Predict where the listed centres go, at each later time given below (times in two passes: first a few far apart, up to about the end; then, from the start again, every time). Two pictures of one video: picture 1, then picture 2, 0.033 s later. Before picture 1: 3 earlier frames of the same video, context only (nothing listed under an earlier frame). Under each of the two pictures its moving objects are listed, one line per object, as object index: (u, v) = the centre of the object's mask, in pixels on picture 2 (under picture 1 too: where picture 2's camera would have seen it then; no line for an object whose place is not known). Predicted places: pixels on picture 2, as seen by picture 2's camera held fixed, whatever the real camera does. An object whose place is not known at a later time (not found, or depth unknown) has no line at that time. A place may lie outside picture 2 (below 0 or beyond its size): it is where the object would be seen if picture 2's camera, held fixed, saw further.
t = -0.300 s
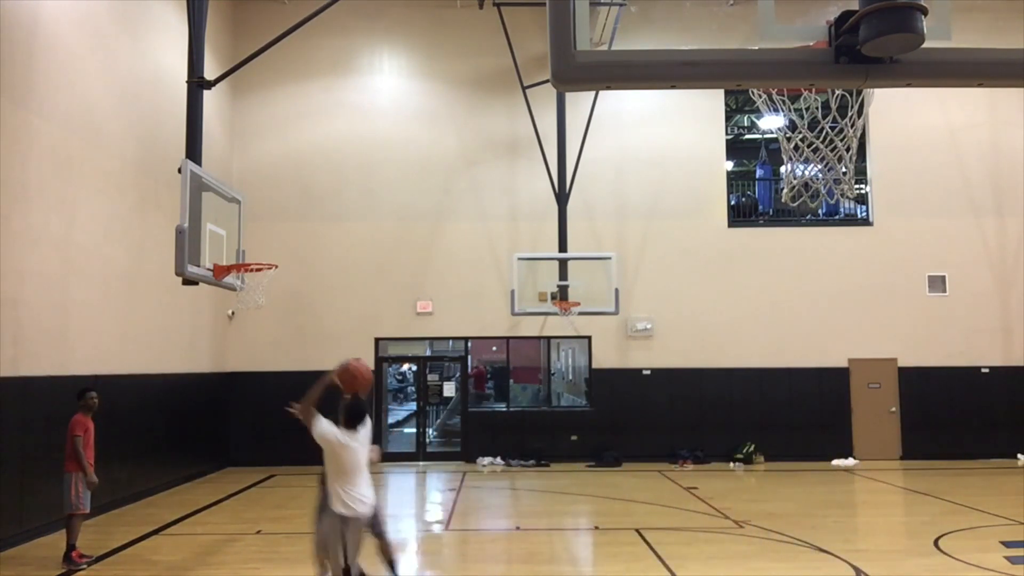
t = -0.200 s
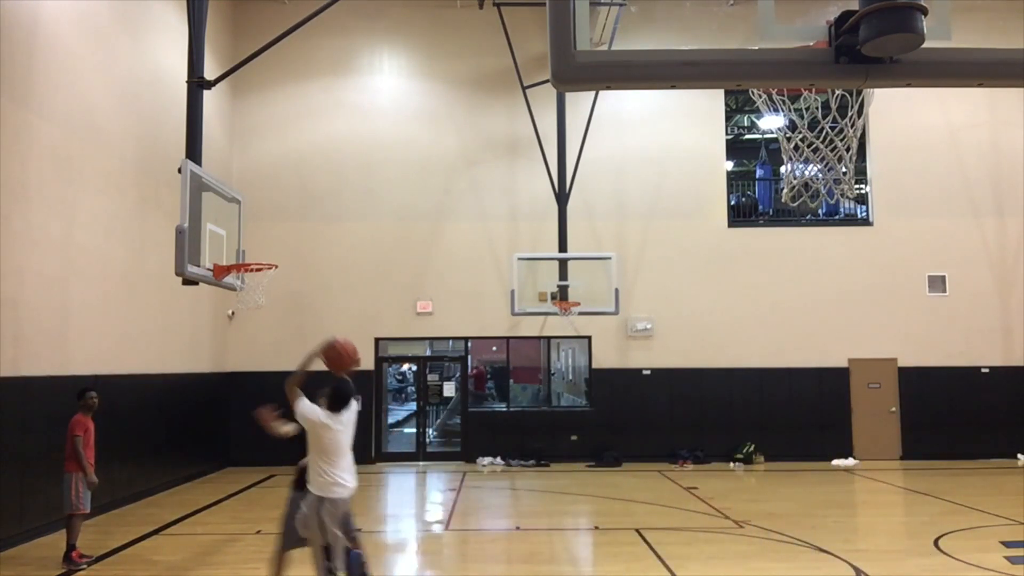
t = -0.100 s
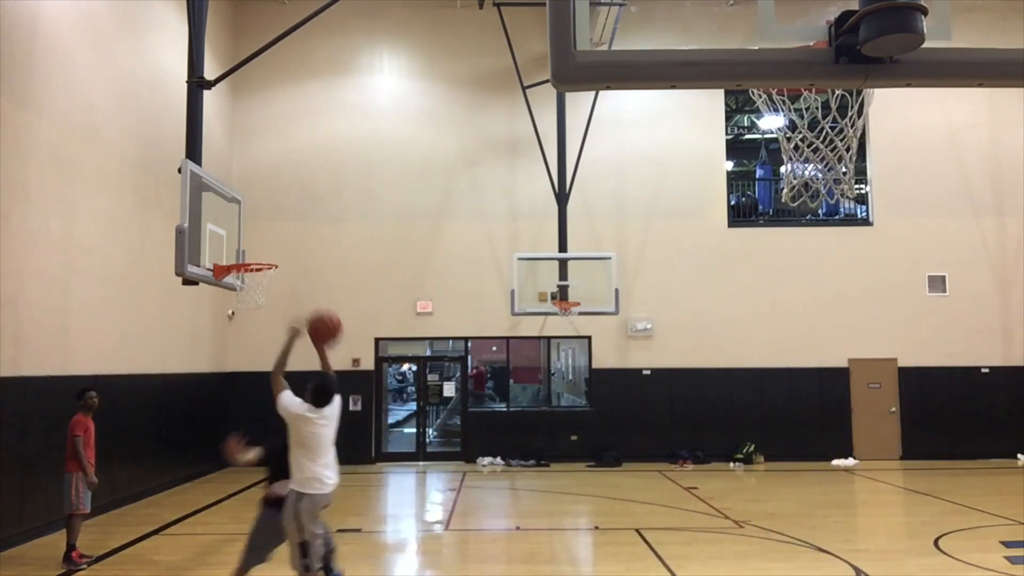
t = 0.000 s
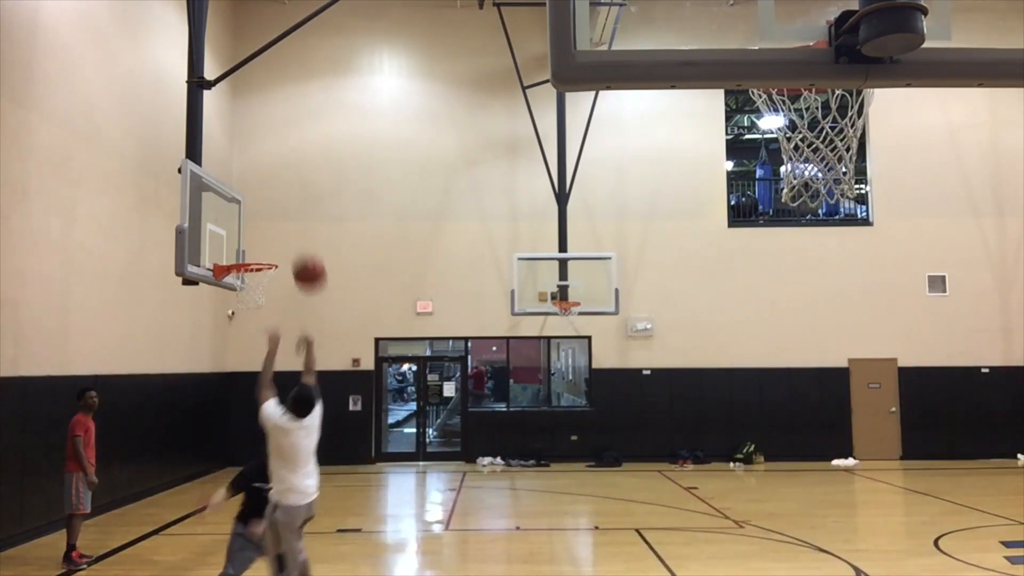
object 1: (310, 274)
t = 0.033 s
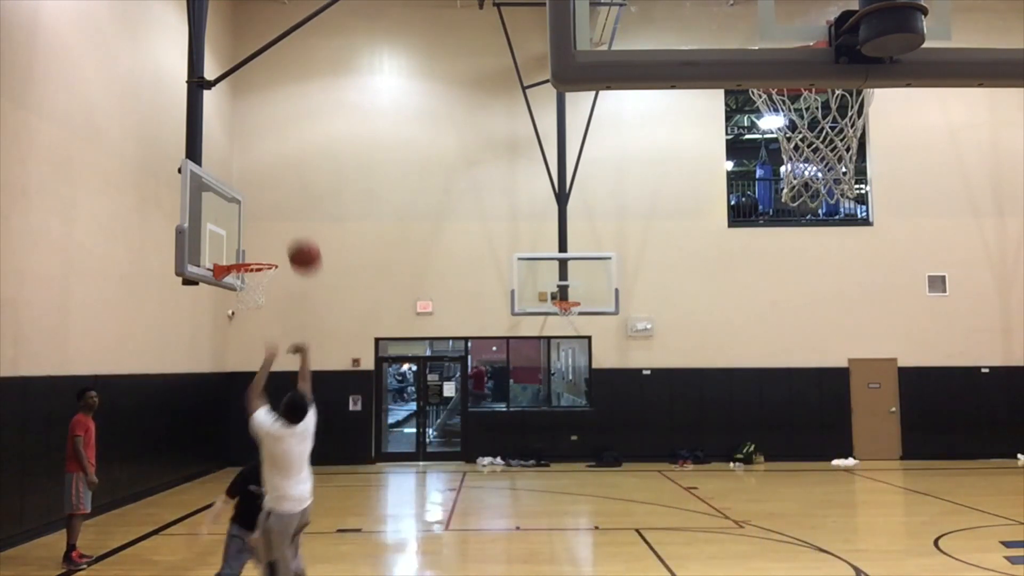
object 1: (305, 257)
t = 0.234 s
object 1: (279, 195)
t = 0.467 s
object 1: (256, 191)
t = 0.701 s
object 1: (237, 238)
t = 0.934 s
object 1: (233, 228)
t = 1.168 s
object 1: (256, 240)
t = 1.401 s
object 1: (254, 250)
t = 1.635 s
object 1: (249, 255)
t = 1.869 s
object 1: (257, 276)
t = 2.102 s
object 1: (252, 316)
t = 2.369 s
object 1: (243, 422)
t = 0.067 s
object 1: (300, 242)
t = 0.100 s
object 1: (296, 229)
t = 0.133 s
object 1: (291, 218)
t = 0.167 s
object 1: (287, 209)
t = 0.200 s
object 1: (283, 201)
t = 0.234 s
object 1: (279, 195)
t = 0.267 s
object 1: (276, 191)
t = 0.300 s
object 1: (272, 188)
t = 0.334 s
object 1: (269, 186)
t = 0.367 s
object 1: (266, 186)
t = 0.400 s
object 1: (263, 186)
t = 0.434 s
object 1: (259, 188)
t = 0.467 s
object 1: (256, 191)
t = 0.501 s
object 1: (253, 195)
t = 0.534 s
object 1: (250, 200)
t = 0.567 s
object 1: (248, 206)
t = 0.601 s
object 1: (245, 213)
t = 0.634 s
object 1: (242, 221)
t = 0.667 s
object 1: (239, 229)
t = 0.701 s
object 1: (237, 238)
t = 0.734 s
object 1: (234, 248)
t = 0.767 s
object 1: (232, 250)
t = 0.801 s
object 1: (229, 244)
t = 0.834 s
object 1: (227, 238)
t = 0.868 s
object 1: (226, 233)
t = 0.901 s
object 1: (230, 230)
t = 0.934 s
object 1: (233, 228)
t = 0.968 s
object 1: (237, 226)
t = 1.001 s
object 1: (240, 226)
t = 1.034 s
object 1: (243, 227)
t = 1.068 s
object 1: (246, 229)
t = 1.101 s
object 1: (250, 232)
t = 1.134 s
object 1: (253, 236)
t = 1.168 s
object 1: (256, 240)
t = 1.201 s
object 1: (259, 246)
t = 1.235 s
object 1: (262, 252)
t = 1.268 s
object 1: (264, 256)
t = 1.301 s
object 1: (261, 254)
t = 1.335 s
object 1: (259, 252)
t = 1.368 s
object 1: (257, 251)
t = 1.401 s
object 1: (254, 250)
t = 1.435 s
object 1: (251, 250)
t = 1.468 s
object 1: (248, 251)
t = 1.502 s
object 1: (245, 253)
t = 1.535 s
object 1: (243, 255)
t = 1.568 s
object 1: (243, 256)
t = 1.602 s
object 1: (246, 255)
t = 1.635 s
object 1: (249, 255)
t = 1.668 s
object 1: (251, 256)
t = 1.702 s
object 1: (254, 257)
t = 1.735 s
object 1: (258, 263)
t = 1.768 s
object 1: (257, 266)
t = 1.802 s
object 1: (257, 268)
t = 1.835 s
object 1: (257, 271)
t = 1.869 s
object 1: (257, 276)
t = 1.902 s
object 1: (257, 279)
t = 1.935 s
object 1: (256, 285)
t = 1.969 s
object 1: (255, 291)
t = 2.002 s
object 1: (254, 295)
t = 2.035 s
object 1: (254, 302)
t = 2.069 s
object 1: (253, 308)
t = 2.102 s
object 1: (252, 316)
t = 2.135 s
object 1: (251, 325)
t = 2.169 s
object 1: (249, 336)
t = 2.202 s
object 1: (248, 347)
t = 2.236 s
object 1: (247, 359)
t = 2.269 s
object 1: (246, 376)
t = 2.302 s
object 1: (245, 389)
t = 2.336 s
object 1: (244, 404)
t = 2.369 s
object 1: (243, 422)
